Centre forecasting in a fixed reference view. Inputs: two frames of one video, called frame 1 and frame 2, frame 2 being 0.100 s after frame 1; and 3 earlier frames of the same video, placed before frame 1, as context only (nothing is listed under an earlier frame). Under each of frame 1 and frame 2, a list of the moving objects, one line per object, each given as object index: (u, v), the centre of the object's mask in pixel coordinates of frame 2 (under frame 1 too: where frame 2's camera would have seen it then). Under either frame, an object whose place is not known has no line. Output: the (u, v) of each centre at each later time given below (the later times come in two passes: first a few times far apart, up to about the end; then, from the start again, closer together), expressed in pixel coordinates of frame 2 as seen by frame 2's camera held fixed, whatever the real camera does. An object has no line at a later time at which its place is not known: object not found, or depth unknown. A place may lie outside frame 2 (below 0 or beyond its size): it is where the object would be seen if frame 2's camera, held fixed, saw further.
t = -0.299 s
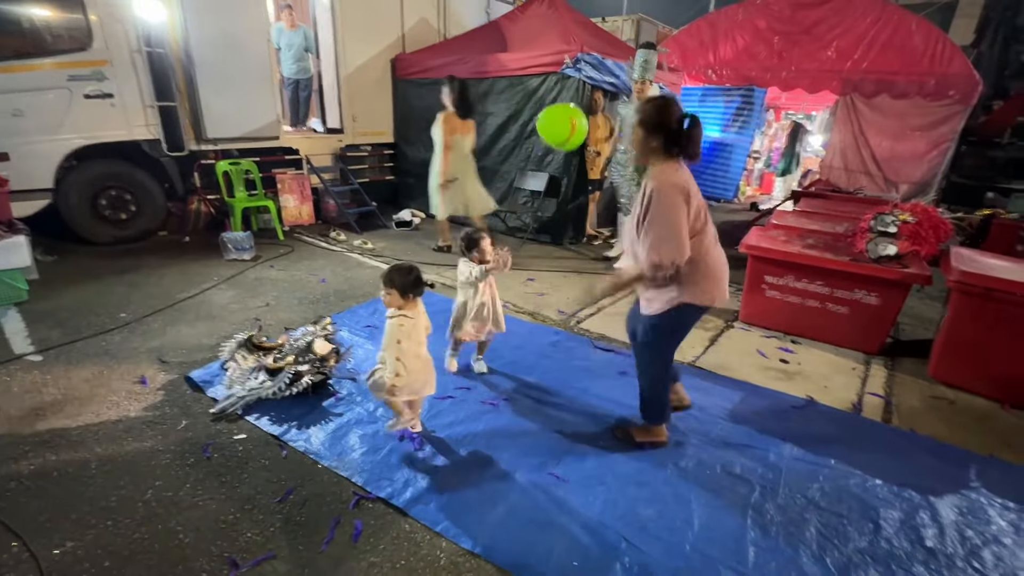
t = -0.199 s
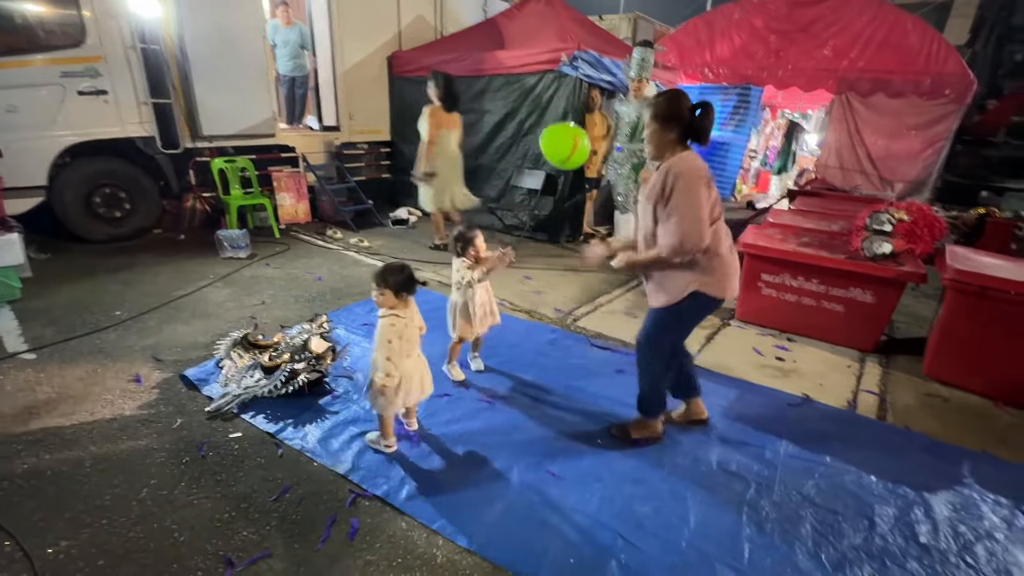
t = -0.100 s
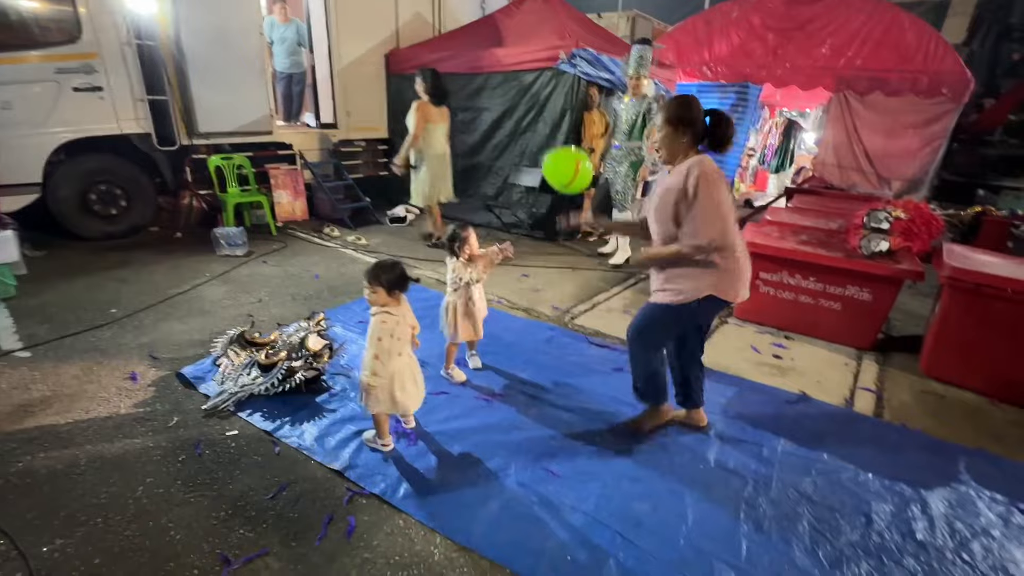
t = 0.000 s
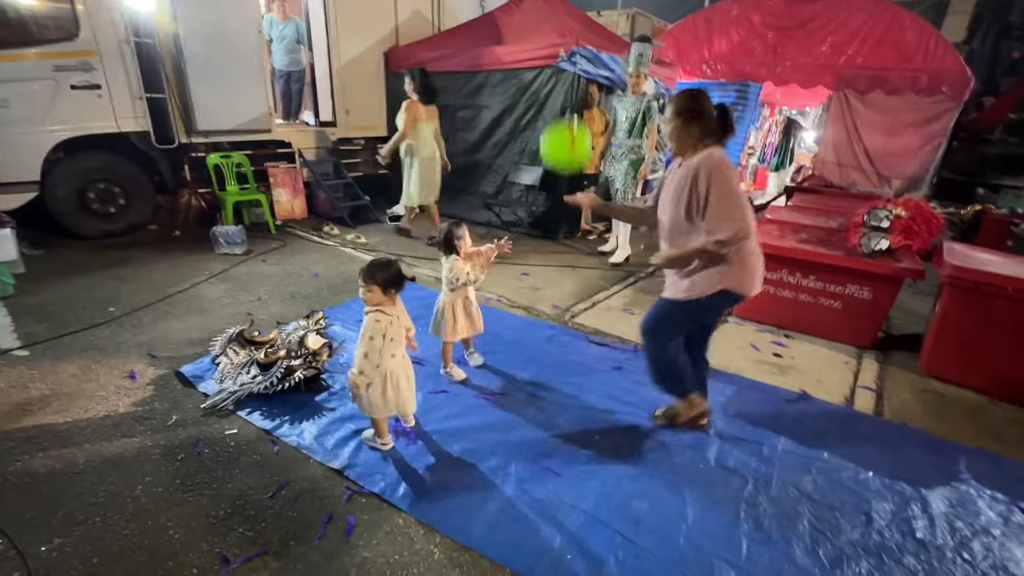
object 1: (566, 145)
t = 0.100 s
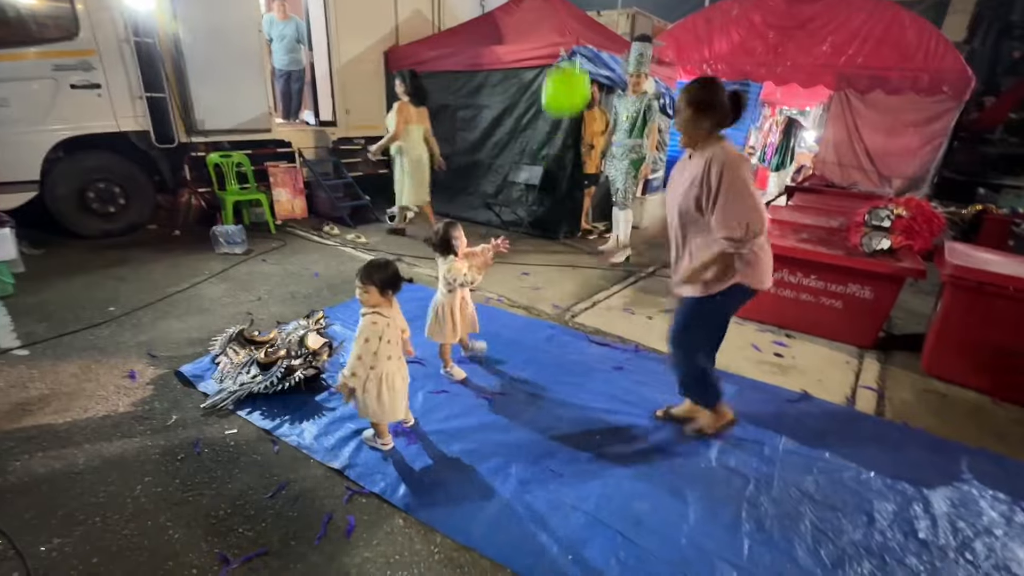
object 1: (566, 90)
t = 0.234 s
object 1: (570, 39)
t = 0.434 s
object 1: (578, 16)
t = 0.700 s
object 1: (587, 42)
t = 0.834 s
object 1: (587, 76)
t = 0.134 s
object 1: (567, 74)
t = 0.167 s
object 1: (568, 61)
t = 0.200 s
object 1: (568, 49)
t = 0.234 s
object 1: (570, 39)
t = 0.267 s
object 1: (571, 30)
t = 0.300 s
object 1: (572, 25)
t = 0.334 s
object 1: (573, 21)
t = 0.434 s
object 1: (578, 16)
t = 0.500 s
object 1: (582, 17)
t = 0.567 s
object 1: (585, 20)
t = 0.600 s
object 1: (586, 24)
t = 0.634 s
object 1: (587, 29)
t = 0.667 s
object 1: (587, 35)
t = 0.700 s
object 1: (587, 42)
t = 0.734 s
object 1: (587, 50)
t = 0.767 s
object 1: (587, 58)
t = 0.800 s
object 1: (587, 67)
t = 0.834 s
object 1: (587, 76)
